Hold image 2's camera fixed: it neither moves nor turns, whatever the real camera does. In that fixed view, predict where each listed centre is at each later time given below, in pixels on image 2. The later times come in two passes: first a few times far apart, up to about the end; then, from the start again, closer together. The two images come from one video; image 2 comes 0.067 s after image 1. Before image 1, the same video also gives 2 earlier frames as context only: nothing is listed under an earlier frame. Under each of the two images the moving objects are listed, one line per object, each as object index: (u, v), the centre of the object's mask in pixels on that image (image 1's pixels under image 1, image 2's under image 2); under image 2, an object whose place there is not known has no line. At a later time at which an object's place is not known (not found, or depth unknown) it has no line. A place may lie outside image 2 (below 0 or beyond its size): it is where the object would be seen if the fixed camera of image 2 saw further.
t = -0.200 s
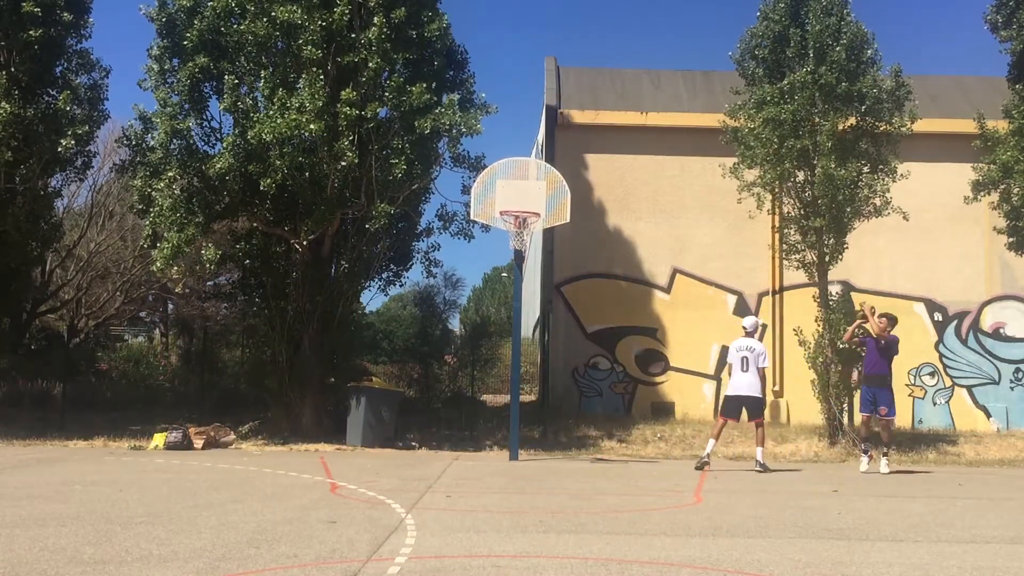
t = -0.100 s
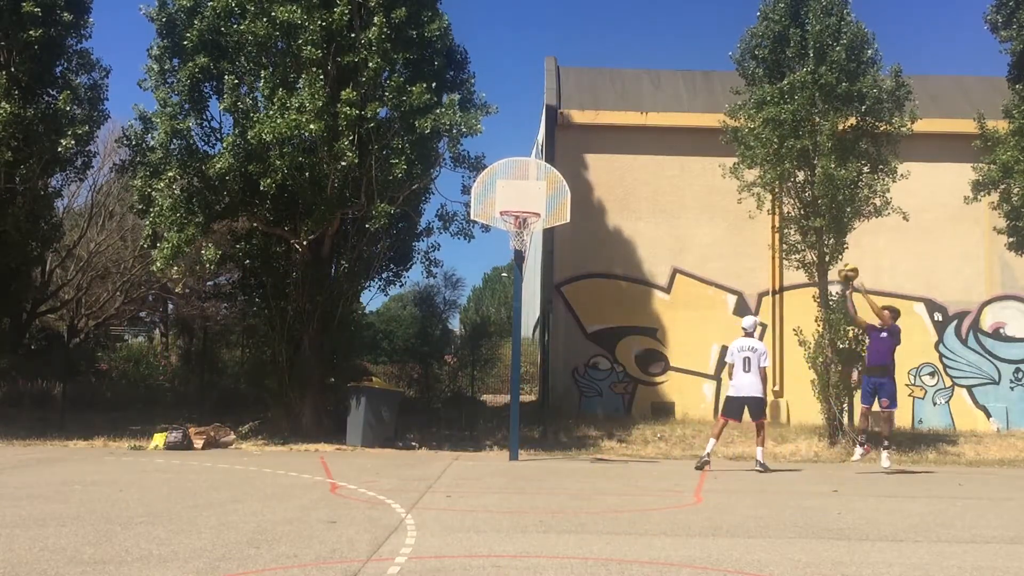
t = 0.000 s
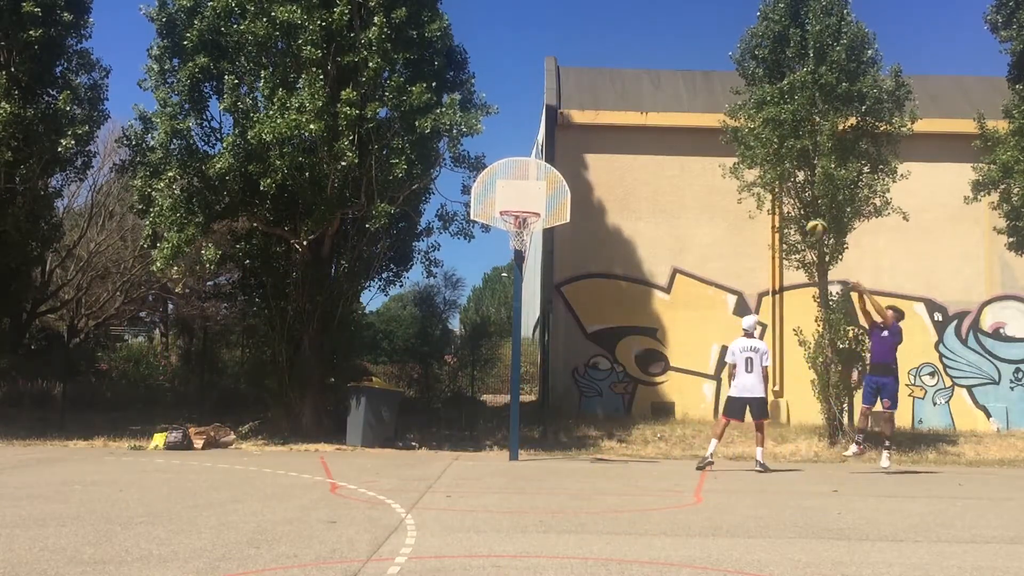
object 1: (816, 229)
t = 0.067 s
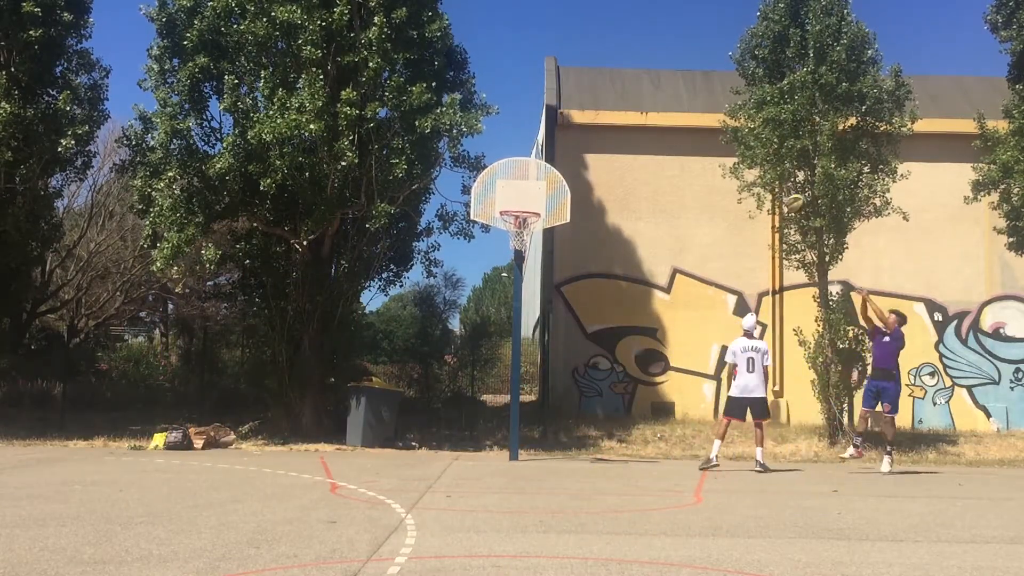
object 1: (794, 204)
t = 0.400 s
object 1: (694, 132)
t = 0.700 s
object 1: (604, 143)
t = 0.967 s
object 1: (524, 215)
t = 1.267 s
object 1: (494, 262)
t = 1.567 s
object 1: (475, 366)
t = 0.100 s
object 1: (784, 193)
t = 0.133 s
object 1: (775, 182)
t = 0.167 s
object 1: (765, 173)
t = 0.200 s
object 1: (754, 166)
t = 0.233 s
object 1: (744, 157)
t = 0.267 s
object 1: (734, 151)
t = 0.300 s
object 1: (724, 143)
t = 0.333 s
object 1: (715, 139)
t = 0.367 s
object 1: (705, 135)
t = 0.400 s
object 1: (694, 132)
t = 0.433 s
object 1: (685, 130)
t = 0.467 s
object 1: (675, 129)
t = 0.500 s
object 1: (665, 128)
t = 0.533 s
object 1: (655, 129)
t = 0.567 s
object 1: (644, 130)
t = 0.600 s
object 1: (634, 132)
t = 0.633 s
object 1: (624, 134)
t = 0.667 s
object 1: (614, 137)
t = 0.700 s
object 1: (604, 143)
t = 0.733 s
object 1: (594, 148)
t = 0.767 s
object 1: (585, 154)
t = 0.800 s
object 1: (574, 161)
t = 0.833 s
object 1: (564, 171)
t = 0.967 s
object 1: (524, 215)
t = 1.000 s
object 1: (513, 227)
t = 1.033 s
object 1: (508, 233)
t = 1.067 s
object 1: (504, 235)
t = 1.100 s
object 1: (502, 236)
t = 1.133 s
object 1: (501, 239)
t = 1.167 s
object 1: (499, 243)
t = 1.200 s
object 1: (497, 248)
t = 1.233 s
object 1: (495, 254)
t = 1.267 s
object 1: (494, 262)
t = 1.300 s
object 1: (491, 268)
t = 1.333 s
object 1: (489, 277)
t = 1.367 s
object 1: (486, 287)
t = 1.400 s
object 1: (485, 297)
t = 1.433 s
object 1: (485, 308)
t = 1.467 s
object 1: (481, 322)
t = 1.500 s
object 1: (479, 335)
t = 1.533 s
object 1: (476, 350)
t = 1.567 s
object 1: (475, 366)
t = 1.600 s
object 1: (471, 382)
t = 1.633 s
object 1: (469, 398)
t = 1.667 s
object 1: (467, 417)
